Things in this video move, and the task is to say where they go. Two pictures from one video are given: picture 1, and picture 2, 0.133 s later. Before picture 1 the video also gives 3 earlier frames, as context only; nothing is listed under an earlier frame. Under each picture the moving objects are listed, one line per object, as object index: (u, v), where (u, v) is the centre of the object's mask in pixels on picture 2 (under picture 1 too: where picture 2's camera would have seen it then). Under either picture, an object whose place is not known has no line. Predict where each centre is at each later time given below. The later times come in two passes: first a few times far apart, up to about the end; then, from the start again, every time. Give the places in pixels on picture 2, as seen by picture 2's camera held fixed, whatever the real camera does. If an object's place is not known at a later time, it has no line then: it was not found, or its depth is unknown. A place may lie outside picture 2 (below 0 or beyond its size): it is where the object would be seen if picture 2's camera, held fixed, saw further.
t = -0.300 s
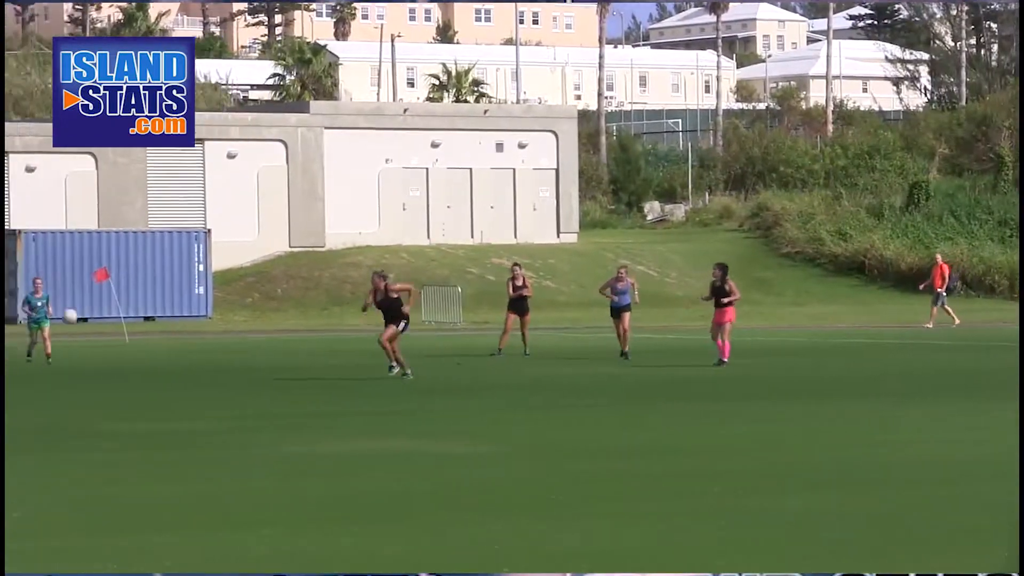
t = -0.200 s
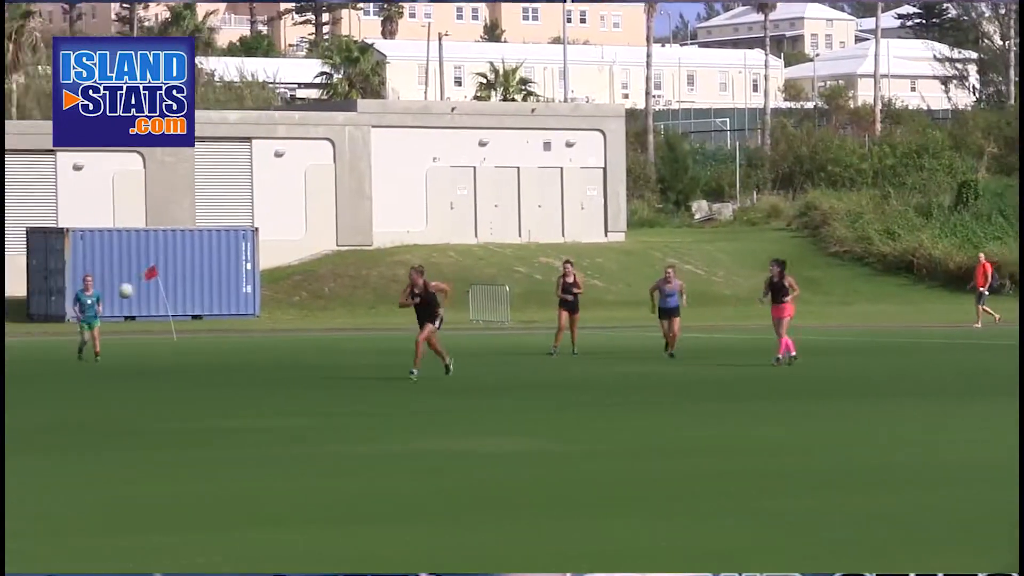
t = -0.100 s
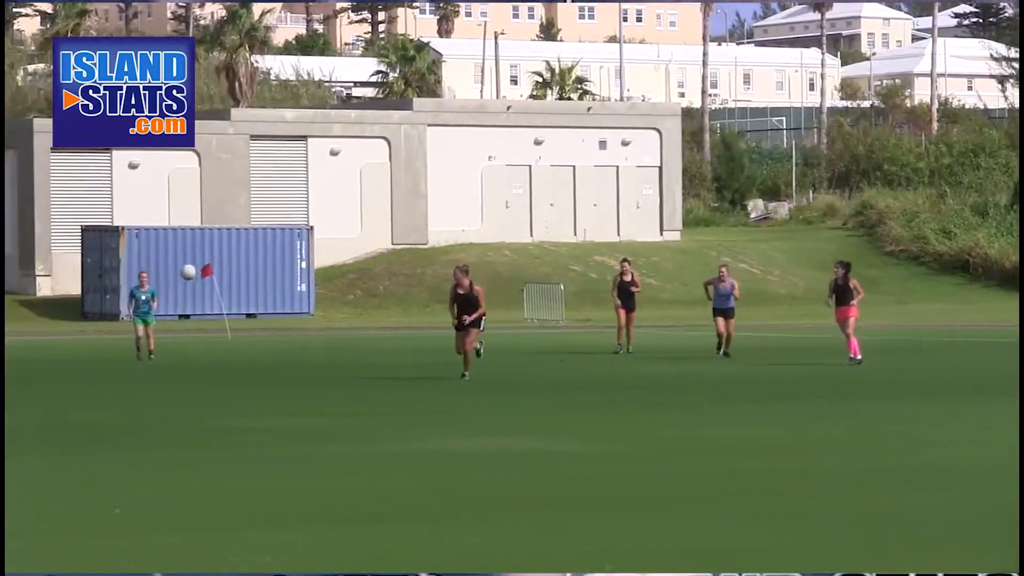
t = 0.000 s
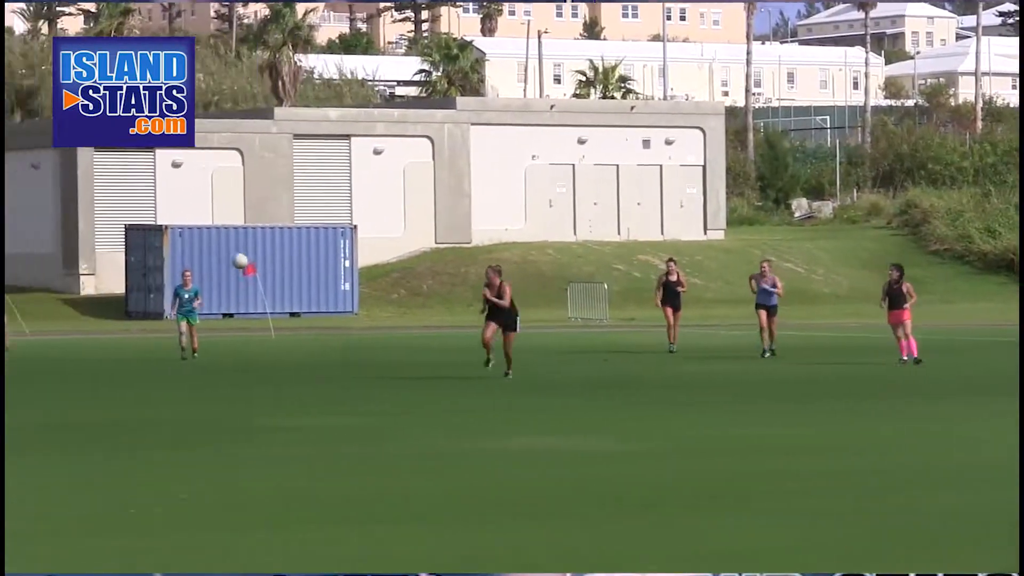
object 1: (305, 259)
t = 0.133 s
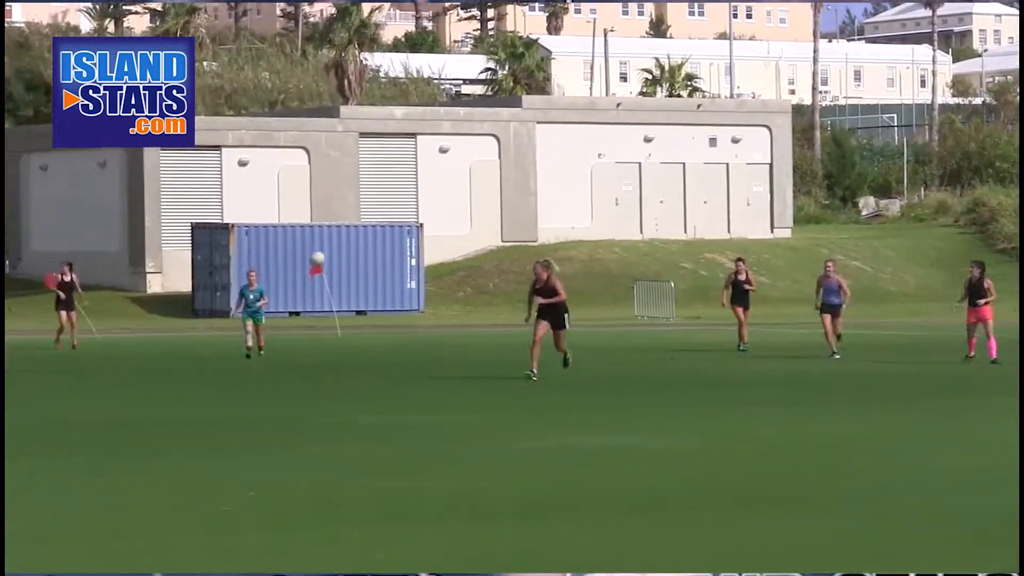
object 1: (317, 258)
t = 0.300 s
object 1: (330, 274)
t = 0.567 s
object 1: (352, 346)
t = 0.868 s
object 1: (379, 339)
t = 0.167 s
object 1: (319, 259)
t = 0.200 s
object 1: (322, 261)
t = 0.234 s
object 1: (325, 266)
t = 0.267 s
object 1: (327, 269)
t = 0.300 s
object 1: (330, 274)
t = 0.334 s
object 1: (333, 281)
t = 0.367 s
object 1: (335, 287)
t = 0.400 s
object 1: (337, 295)
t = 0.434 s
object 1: (340, 303)
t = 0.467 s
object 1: (343, 313)
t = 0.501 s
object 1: (345, 323)
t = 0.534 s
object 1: (348, 334)
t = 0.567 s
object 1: (352, 346)
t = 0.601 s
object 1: (353, 358)
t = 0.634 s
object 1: (353, 370)
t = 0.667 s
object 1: (359, 374)
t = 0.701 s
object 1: (361, 366)
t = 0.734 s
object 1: (365, 359)
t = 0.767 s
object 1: (369, 353)
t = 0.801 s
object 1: (372, 348)
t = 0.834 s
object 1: (375, 343)
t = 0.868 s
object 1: (379, 339)
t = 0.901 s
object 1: (381, 336)
